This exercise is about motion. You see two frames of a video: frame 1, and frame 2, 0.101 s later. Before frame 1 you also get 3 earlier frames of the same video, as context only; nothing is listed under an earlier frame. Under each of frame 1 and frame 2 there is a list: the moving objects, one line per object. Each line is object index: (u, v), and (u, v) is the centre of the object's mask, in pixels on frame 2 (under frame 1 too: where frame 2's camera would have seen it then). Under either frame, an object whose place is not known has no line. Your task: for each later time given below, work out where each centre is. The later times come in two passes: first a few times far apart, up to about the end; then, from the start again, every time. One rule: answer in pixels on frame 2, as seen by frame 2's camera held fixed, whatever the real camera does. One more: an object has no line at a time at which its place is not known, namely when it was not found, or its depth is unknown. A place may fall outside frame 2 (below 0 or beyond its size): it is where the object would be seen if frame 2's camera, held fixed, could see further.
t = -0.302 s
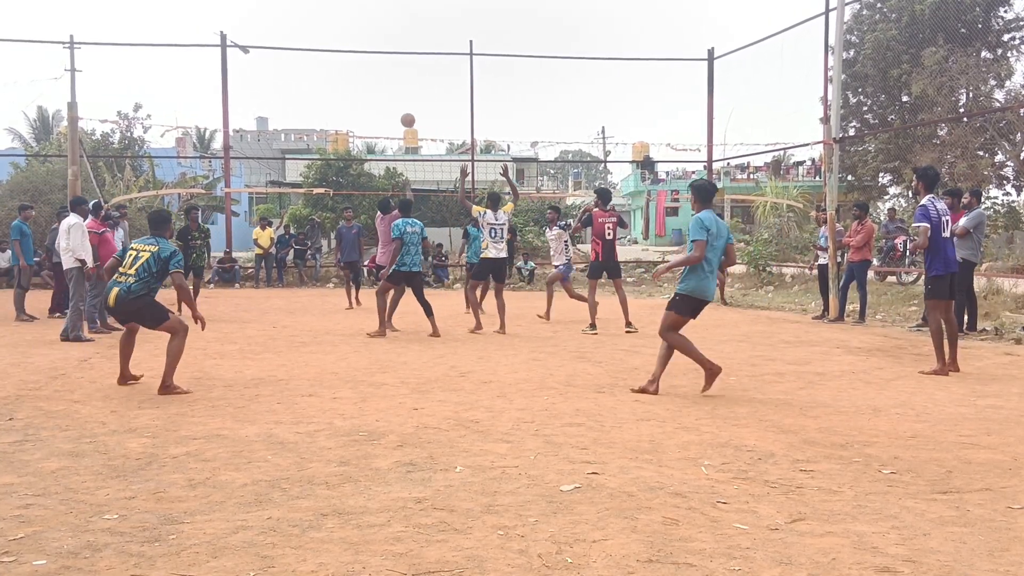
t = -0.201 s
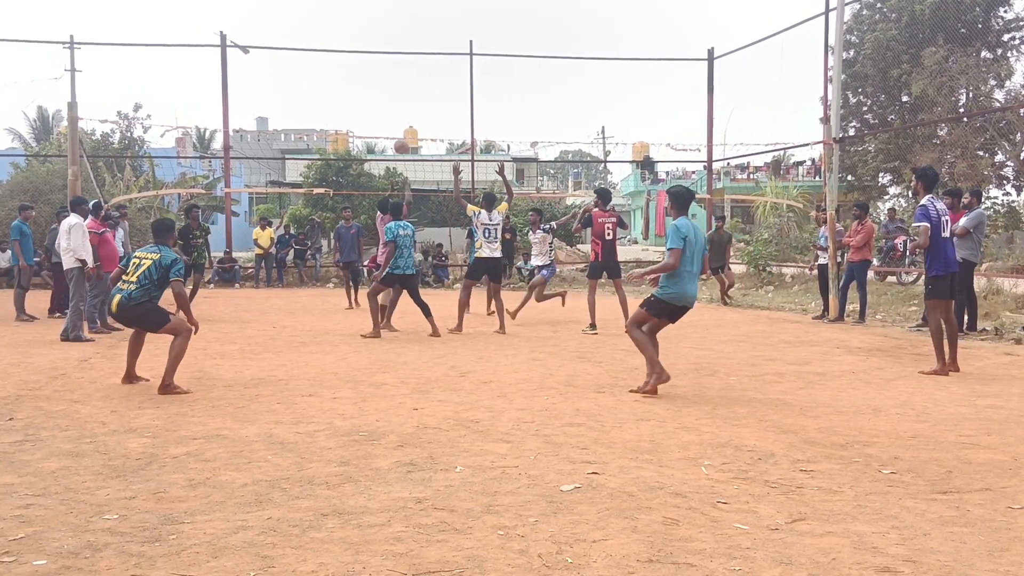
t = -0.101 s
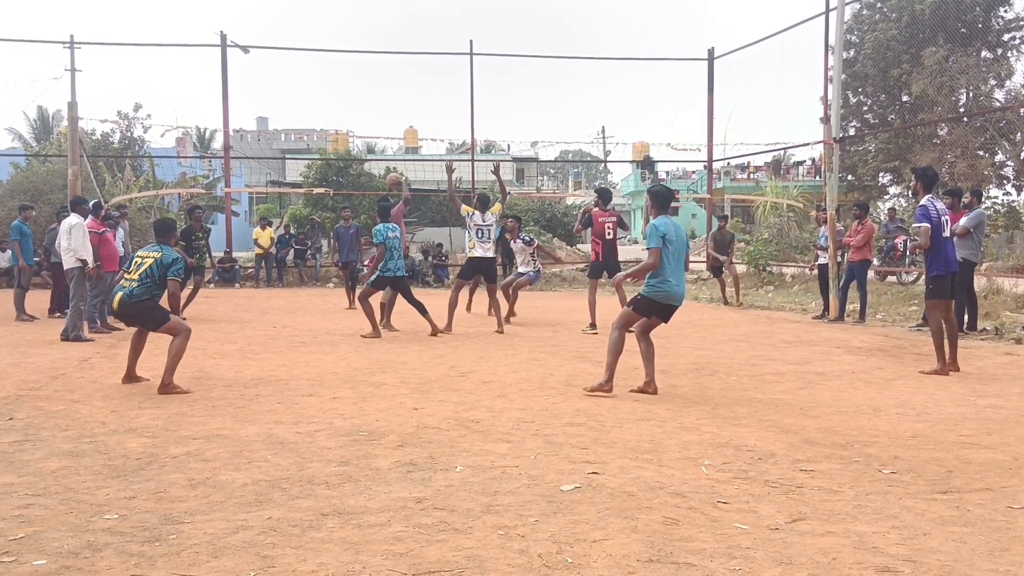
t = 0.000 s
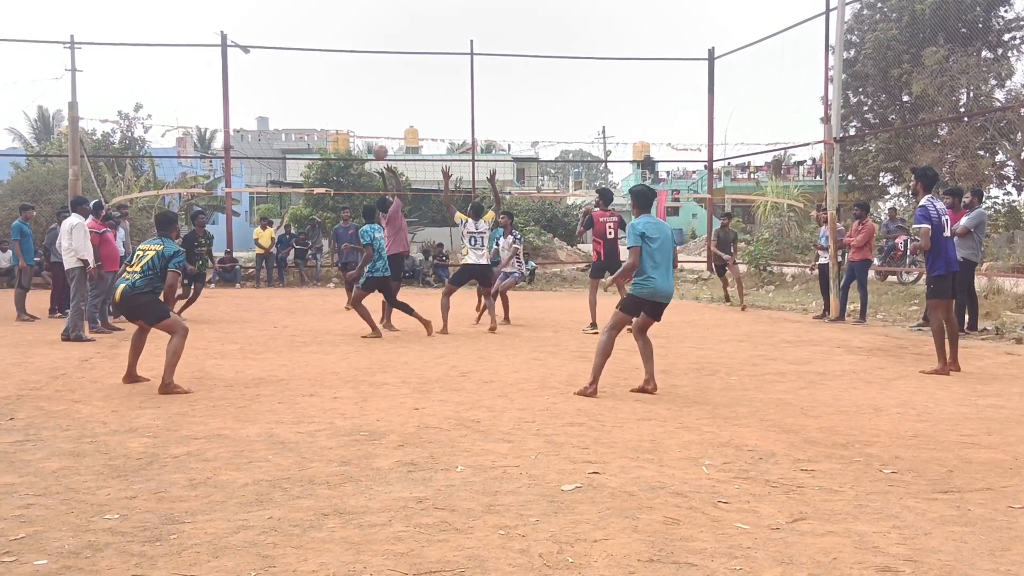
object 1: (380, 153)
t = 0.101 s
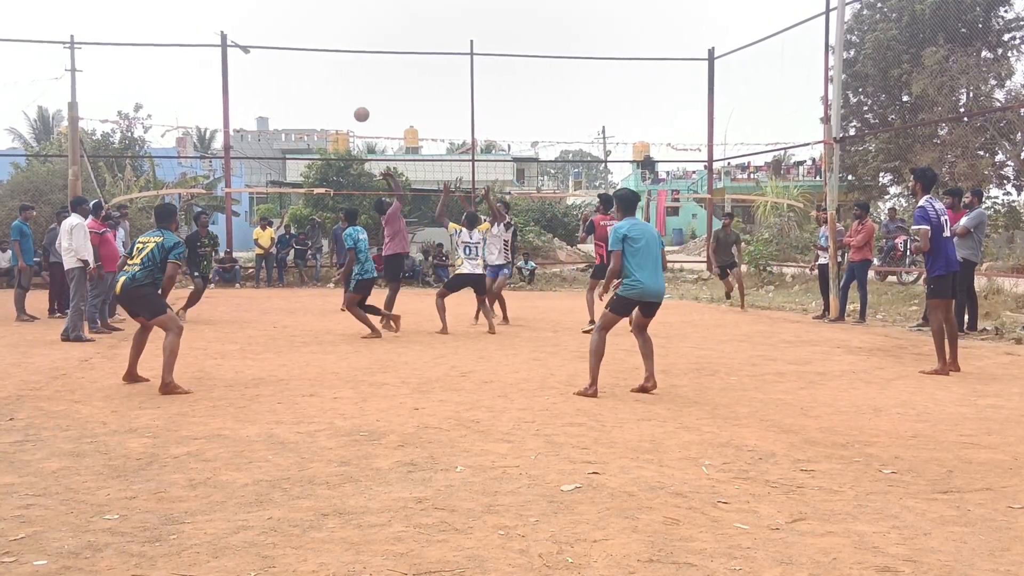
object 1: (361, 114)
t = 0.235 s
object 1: (336, 75)
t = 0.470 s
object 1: (292, 38)
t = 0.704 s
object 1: (248, 42)
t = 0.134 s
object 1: (355, 103)
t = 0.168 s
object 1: (349, 93)
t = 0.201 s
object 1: (343, 84)
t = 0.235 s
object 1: (336, 75)
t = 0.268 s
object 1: (330, 67)
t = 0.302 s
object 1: (324, 60)
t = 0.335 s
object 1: (317, 54)
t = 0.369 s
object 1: (311, 49)
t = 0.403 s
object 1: (305, 44)
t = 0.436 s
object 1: (299, 41)
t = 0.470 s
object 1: (292, 38)
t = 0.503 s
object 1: (286, 36)
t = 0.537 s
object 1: (279, 35)
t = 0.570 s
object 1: (273, 34)
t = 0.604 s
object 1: (267, 35)
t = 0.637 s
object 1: (261, 36)
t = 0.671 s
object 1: (254, 39)
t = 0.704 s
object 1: (248, 42)
